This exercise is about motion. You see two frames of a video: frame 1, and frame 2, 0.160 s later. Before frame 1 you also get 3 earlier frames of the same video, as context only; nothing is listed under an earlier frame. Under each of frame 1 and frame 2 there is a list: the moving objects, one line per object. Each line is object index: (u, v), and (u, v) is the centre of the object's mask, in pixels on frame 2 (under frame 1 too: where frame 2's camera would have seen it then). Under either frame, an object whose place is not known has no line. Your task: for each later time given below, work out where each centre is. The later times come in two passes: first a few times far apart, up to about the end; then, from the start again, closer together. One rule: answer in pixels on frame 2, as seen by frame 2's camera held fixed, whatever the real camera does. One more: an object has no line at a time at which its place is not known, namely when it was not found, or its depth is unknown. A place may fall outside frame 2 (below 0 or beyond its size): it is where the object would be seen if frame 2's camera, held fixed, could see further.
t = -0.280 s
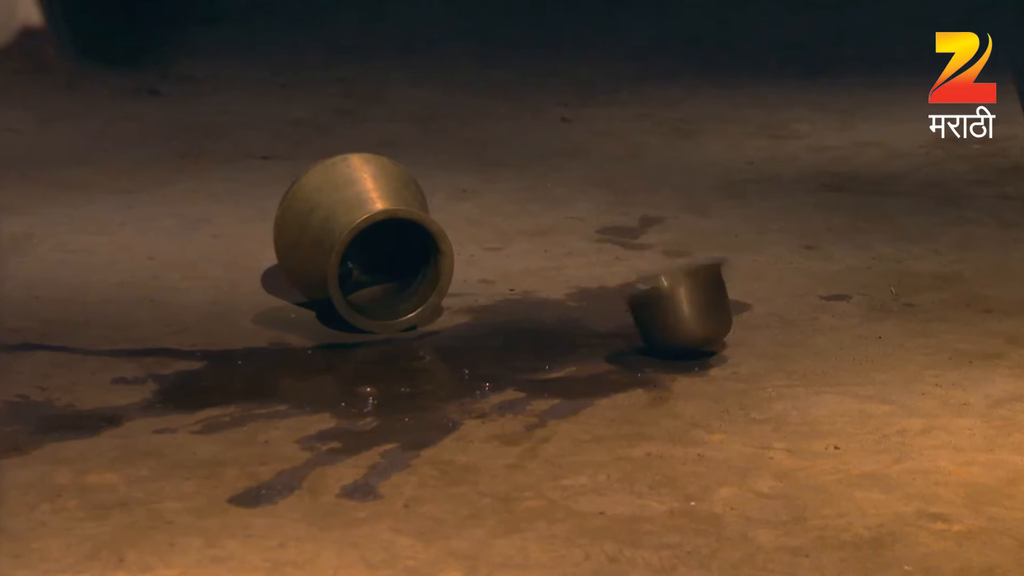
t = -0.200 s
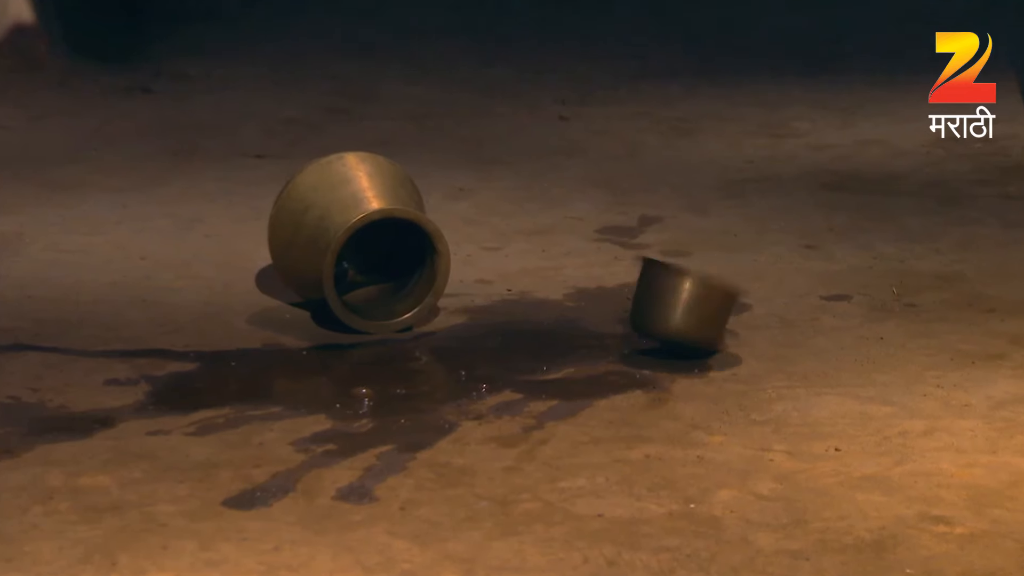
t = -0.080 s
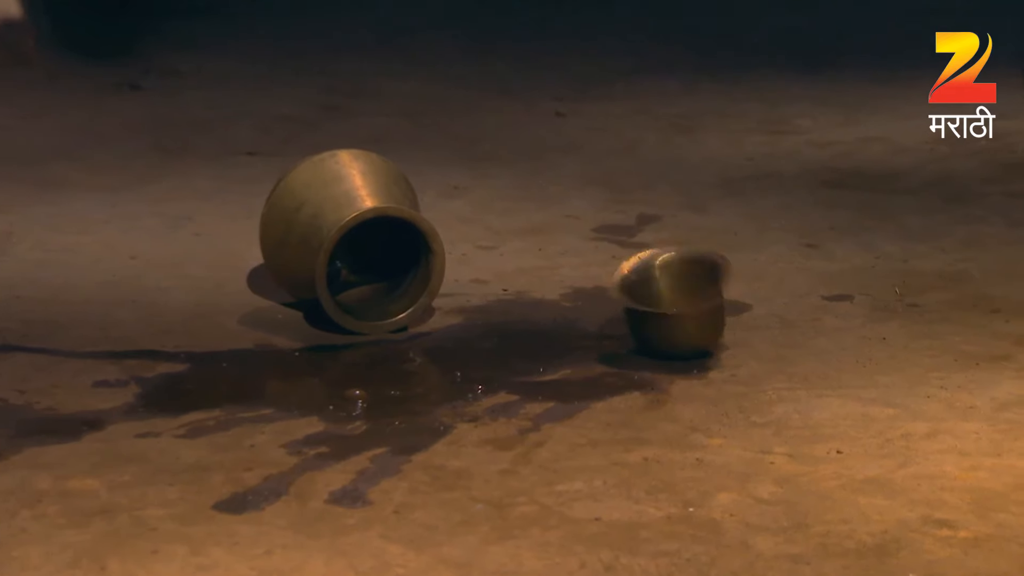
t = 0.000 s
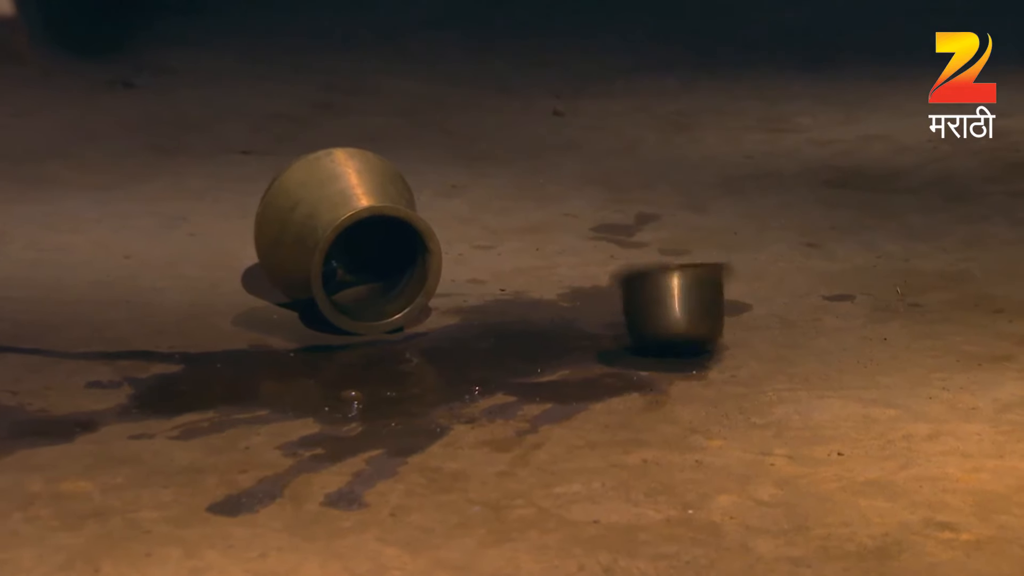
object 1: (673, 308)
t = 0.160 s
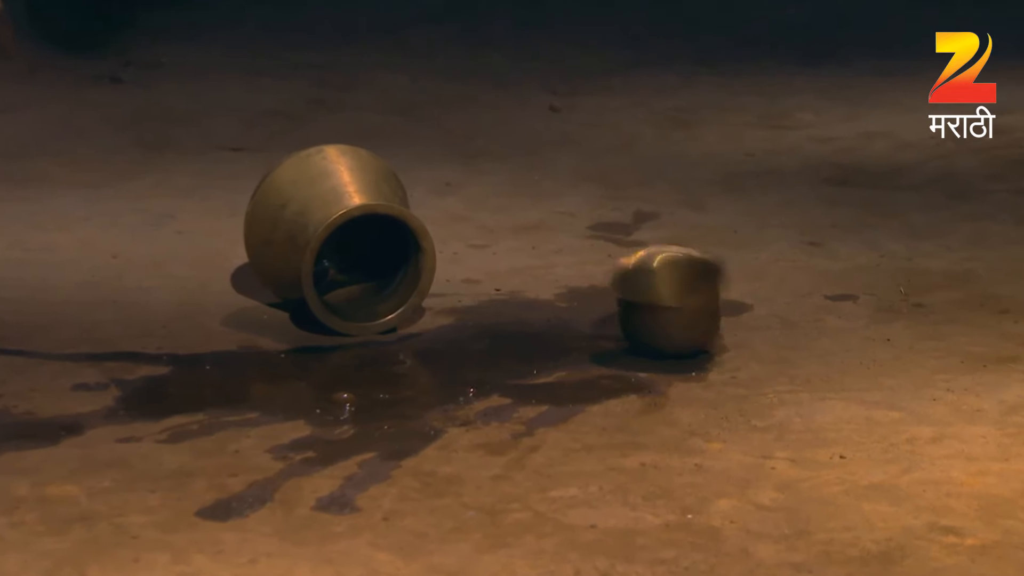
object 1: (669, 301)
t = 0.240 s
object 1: (666, 307)
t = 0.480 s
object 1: (657, 306)
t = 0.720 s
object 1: (646, 306)
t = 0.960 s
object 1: (643, 304)
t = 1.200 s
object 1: (643, 305)
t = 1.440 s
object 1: (645, 305)
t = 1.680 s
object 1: (645, 304)
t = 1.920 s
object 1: (645, 304)
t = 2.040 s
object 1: (645, 304)
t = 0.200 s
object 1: (669, 307)
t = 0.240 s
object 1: (666, 307)
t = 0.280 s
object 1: (665, 306)
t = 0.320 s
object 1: (664, 302)
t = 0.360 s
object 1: (661, 300)
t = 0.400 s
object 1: (659, 299)
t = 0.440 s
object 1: (660, 305)
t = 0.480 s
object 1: (657, 306)
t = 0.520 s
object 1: (654, 306)
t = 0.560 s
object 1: (654, 301)
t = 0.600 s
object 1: (652, 299)
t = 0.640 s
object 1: (649, 300)
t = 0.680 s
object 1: (648, 306)
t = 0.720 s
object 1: (646, 306)
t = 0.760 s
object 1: (644, 302)
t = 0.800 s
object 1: (642, 301)
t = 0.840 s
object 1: (642, 303)
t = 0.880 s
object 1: (642, 306)
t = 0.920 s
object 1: (642, 305)
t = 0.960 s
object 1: (643, 304)
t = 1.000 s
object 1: (644, 304)
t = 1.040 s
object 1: (646, 306)
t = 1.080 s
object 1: (647, 306)
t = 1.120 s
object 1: (646, 305)
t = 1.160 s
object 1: (645, 304)
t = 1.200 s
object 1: (643, 305)
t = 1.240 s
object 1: (642, 305)
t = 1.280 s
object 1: (642, 305)
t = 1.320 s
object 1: (643, 305)
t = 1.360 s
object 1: (644, 305)
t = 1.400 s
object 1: (645, 305)
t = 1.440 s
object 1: (645, 305)
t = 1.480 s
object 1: (645, 305)
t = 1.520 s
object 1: (645, 305)
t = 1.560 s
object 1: (645, 304)
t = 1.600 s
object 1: (645, 304)
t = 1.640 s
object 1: (645, 304)
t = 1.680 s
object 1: (645, 304)
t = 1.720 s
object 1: (645, 304)
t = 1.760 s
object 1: (645, 304)
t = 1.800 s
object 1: (645, 304)
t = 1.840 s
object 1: (645, 304)
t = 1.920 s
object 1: (645, 304)
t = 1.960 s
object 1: (645, 304)
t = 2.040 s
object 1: (645, 304)
